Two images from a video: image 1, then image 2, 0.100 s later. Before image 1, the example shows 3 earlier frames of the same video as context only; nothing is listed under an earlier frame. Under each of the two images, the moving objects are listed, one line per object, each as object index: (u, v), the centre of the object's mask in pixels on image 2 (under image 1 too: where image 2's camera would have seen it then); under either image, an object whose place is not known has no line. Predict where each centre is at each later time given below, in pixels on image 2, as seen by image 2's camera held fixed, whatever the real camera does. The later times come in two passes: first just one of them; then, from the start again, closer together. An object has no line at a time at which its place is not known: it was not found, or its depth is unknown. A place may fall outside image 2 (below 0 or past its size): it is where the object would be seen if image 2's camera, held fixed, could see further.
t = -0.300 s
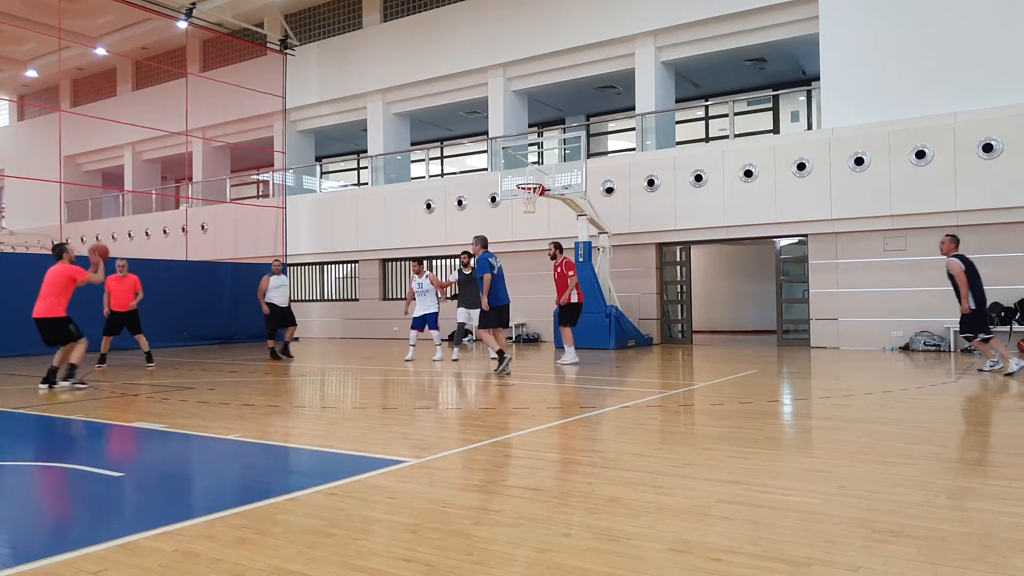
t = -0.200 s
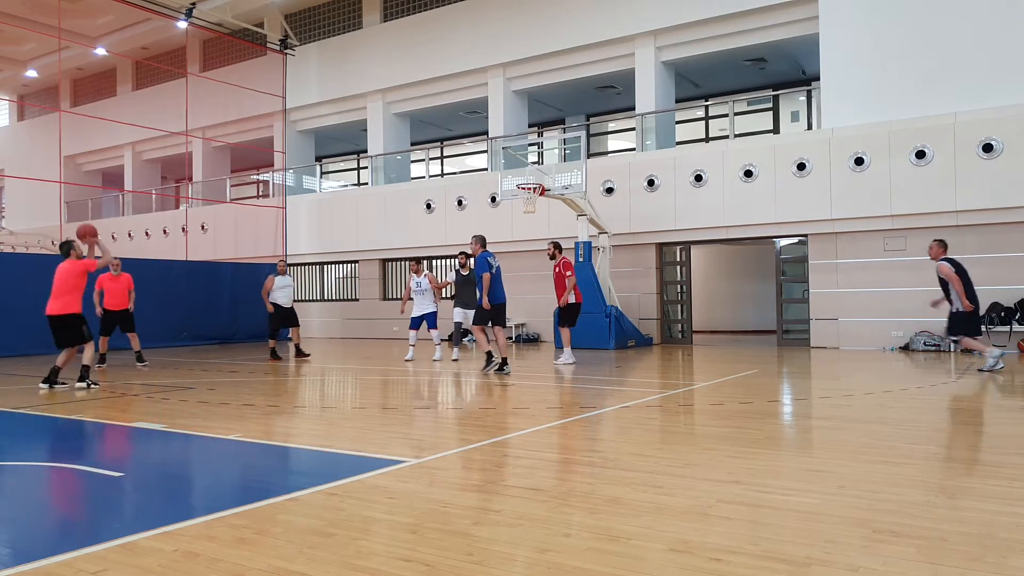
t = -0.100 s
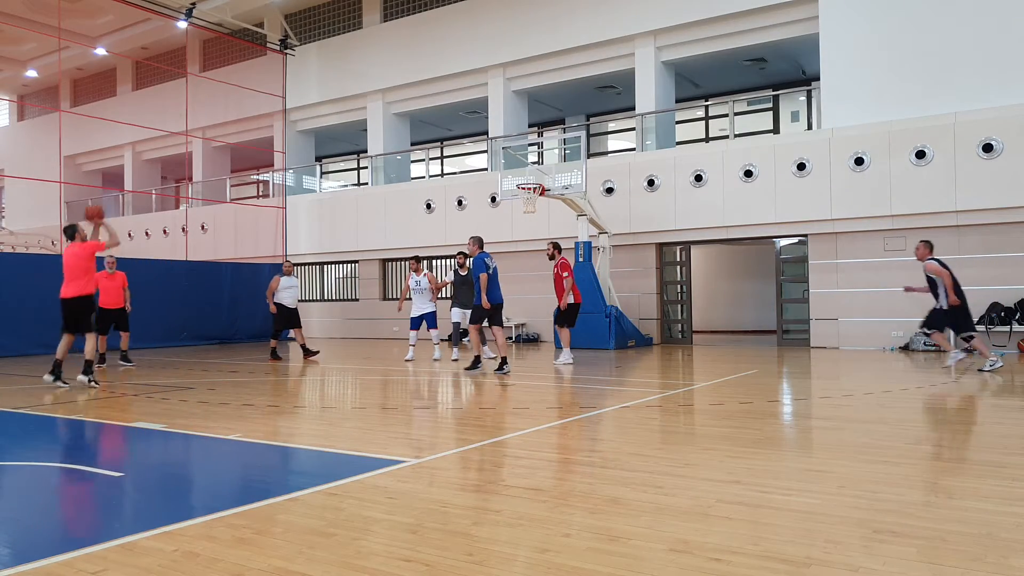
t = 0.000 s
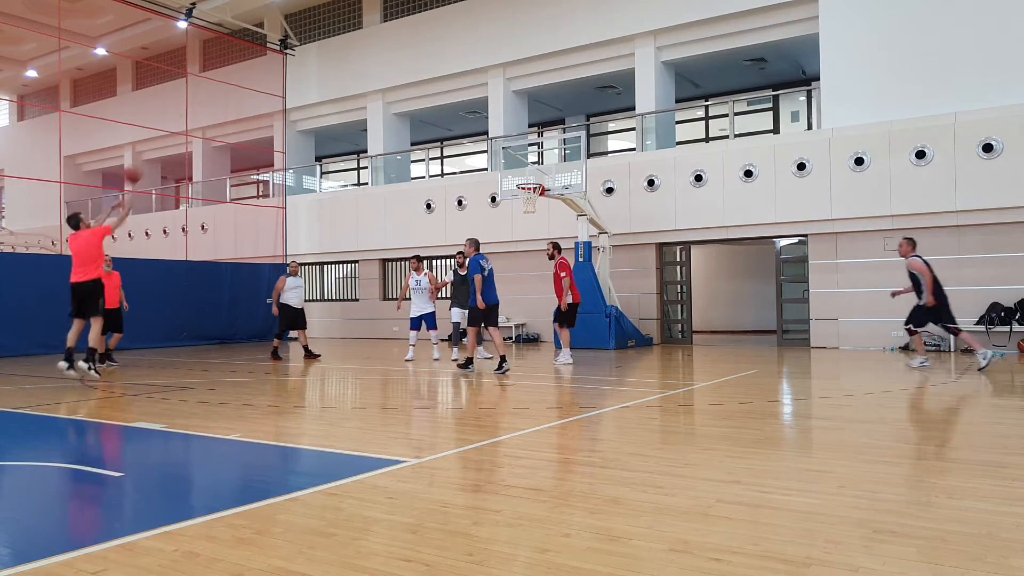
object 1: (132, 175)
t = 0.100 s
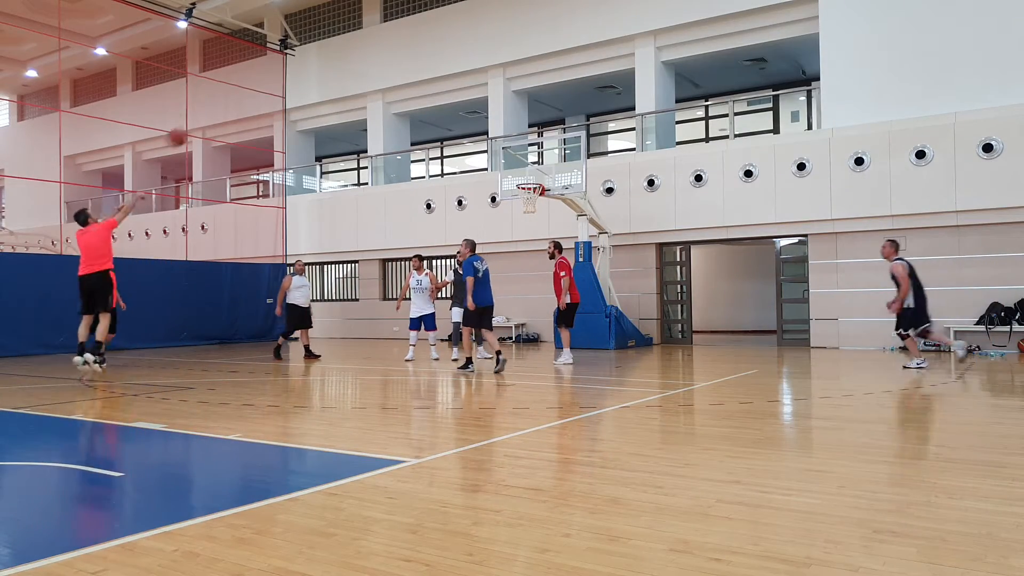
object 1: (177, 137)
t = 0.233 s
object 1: (234, 101)
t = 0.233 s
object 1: (234, 101)
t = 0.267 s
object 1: (247, 94)
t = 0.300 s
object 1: (260, 89)
